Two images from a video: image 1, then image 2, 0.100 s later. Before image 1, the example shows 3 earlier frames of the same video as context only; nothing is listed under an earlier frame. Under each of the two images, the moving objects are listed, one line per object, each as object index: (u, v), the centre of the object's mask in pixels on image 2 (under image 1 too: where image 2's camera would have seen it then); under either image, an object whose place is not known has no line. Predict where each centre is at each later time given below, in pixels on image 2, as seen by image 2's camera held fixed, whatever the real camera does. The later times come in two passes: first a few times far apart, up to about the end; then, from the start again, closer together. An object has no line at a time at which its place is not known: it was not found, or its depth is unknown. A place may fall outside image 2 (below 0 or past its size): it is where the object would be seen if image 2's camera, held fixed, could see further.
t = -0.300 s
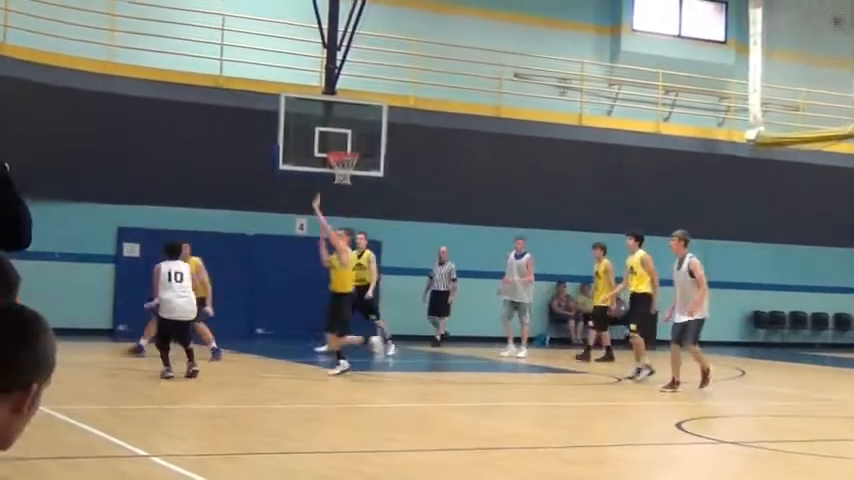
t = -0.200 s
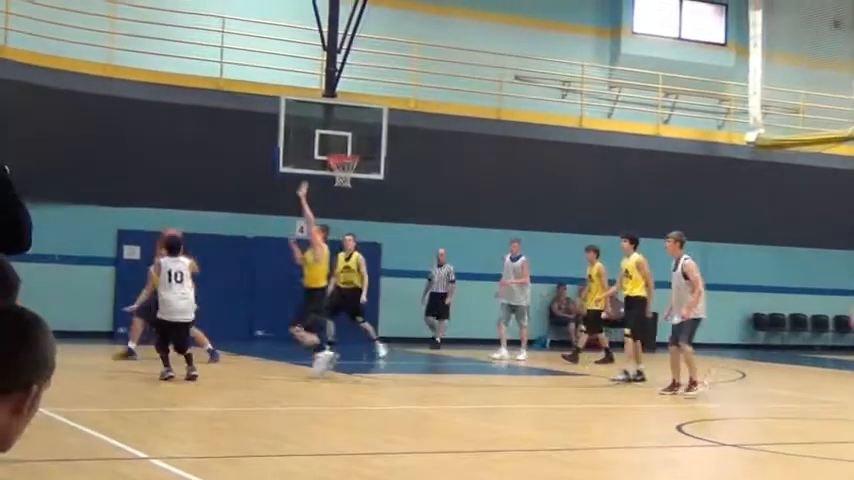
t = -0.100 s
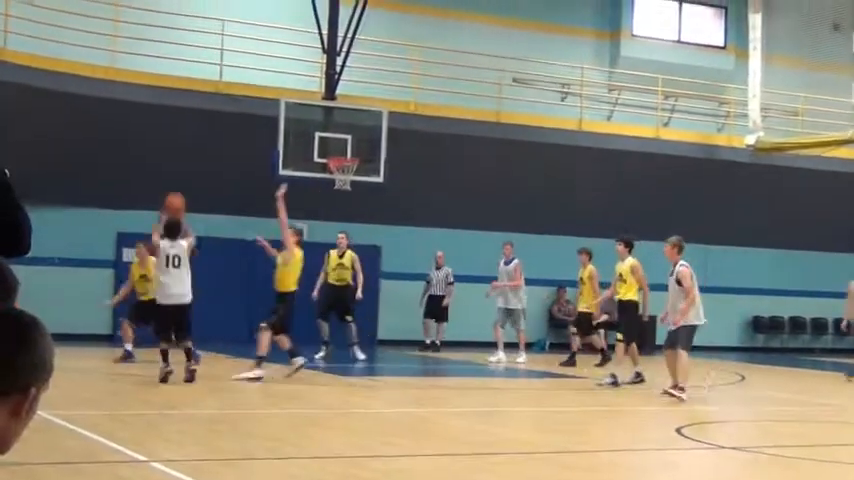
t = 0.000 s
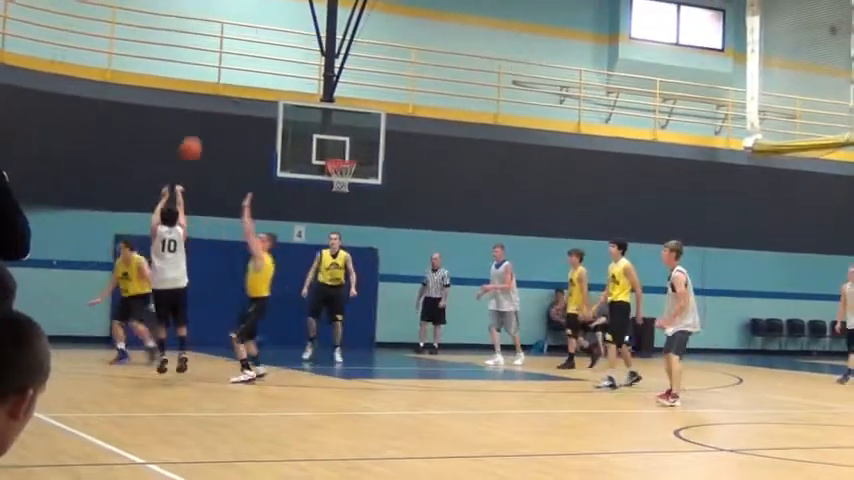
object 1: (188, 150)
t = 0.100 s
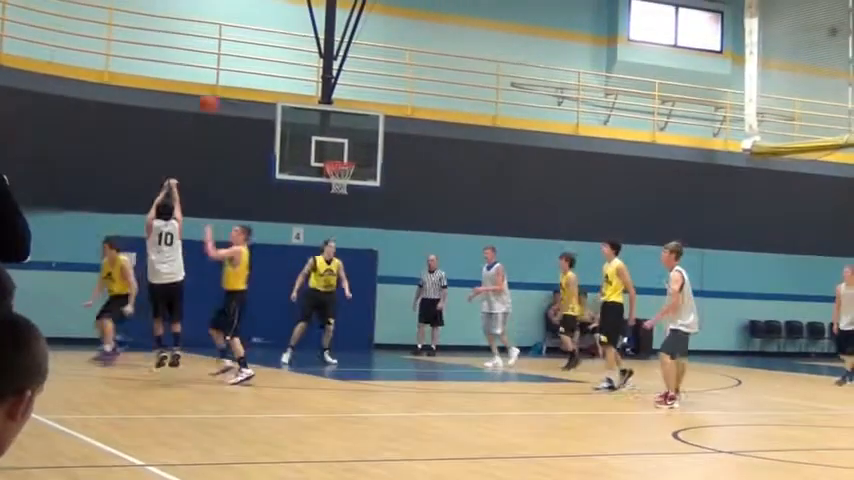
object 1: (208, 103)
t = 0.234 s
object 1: (231, 55)
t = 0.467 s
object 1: (264, 13)
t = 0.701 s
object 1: (291, 14)
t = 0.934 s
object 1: (313, 52)
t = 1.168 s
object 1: (332, 119)
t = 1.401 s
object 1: (341, 196)
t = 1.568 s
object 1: (342, 253)
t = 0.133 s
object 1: (214, 88)
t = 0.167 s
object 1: (220, 78)
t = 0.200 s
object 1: (225, 65)
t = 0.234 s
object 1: (231, 55)
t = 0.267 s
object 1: (236, 46)
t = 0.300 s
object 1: (241, 38)
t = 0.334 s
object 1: (246, 31)
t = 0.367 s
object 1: (250, 25)
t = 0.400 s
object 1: (255, 20)
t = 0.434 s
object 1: (259, 17)
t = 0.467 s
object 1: (264, 13)
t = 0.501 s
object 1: (268, 11)
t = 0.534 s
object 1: (272, 9)
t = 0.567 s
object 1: (276, 9)
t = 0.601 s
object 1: (280, 9)
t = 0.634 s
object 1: (283, 10)
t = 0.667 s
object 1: (287, 12)
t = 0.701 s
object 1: (291, 14)
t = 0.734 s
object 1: (294, 17)
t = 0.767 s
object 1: (297, 21)
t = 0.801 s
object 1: (301, 26)
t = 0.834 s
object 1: (303, 31)
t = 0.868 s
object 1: (306, 37)
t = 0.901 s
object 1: (310, 44)
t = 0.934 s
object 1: (313, 52)
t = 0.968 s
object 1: (315, 59)
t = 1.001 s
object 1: (317, 68)
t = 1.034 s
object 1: (322, 77)
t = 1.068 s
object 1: (325, 87)
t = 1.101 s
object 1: (326, 96)
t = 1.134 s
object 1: (329, 107)
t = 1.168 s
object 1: (332, 119)
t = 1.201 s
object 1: (334, 130)
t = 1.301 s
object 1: (339, 164)
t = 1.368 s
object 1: (343, 190)
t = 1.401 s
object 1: (341, 196)
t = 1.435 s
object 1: (341, 204)
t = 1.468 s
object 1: (342, 217)
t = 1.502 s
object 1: (341, 229)
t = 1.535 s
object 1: (342, 243)
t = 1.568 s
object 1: (342, 253)
